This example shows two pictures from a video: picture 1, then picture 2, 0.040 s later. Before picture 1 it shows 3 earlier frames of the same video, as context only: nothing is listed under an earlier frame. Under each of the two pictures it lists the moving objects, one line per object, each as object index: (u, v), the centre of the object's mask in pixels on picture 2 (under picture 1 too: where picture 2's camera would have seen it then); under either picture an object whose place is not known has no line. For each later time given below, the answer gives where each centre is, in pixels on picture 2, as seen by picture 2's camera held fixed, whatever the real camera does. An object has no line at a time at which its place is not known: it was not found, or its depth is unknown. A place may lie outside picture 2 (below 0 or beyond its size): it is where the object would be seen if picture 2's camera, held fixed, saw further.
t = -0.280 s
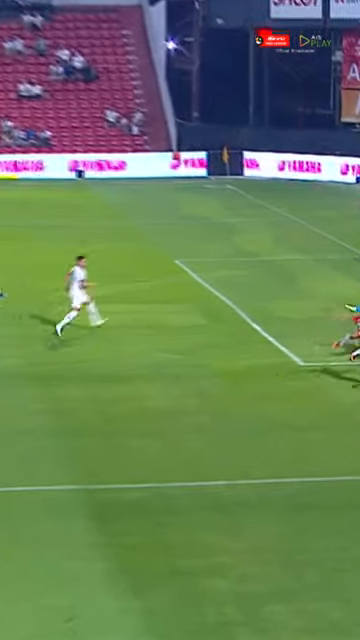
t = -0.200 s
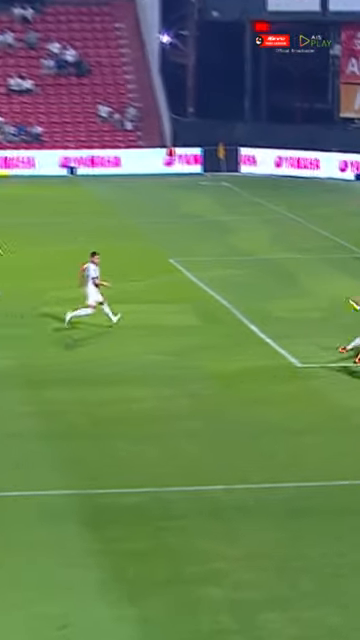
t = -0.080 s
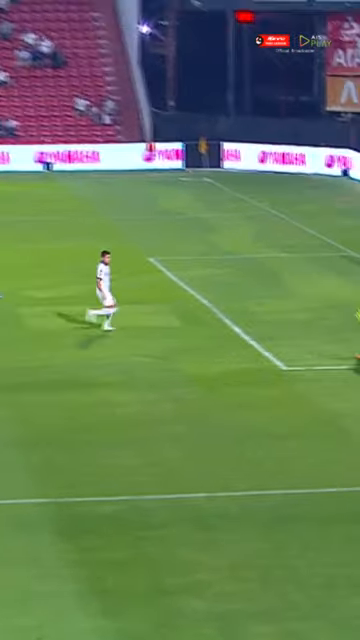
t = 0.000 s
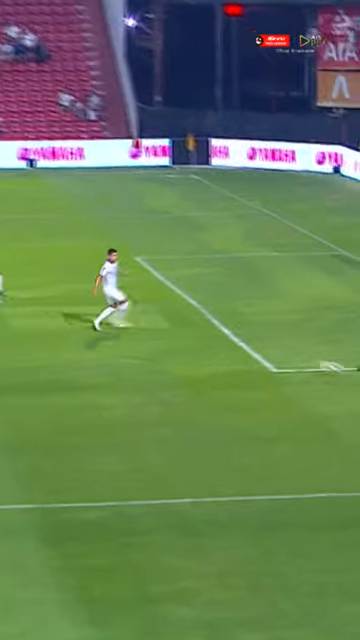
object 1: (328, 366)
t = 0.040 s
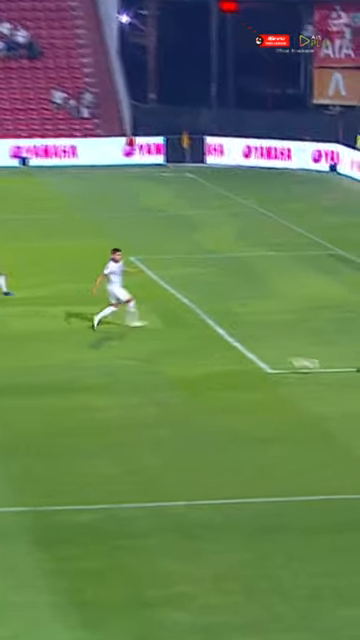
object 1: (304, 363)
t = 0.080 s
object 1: (281, 361)
